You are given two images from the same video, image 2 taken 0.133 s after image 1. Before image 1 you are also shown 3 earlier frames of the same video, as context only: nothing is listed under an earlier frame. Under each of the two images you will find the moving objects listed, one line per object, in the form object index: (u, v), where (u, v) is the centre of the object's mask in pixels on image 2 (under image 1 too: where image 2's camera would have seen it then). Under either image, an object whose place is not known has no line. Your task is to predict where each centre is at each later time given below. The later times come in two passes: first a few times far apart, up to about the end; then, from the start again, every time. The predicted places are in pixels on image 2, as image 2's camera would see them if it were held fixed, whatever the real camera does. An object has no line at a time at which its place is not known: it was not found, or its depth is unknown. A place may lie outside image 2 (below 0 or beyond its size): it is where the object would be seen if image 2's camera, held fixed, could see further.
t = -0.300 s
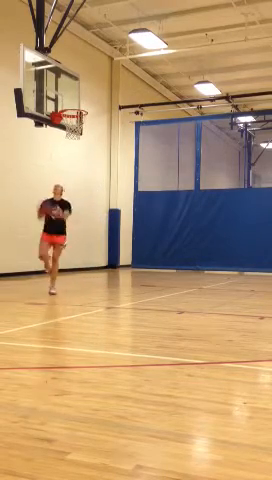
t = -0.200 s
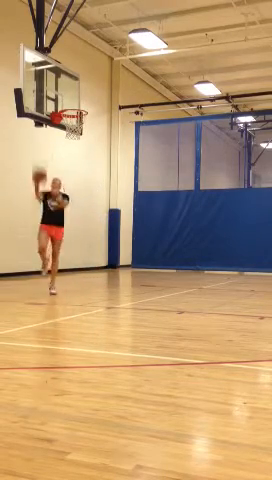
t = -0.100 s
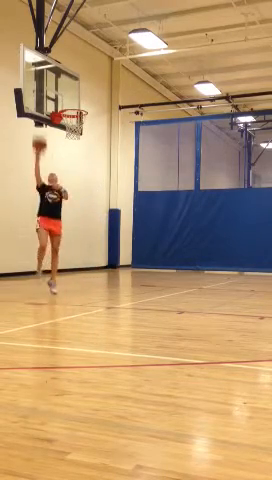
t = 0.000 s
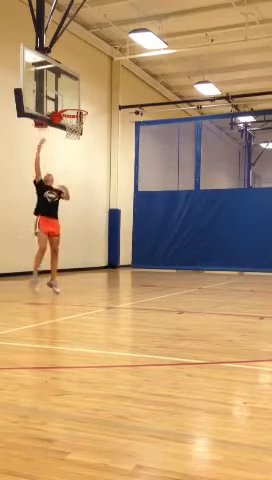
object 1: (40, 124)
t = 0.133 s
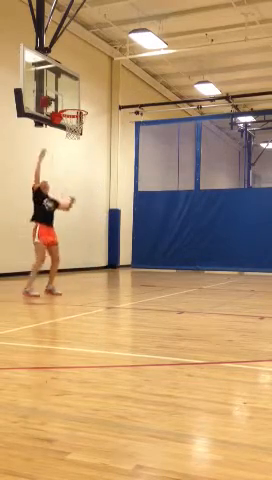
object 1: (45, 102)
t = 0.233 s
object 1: (48, 94)
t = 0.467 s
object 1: (65, 103)
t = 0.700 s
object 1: (79, 141)
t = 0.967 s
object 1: (89, 210)
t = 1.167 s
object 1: (97, 282)
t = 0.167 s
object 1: (46, 98)
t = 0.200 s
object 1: (47, 95)
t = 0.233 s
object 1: (48, 94)
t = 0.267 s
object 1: (51, 94)
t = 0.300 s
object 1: (53, 94)
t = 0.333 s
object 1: (56, 95)
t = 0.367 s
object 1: (58, 96)
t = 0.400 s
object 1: (61, 97)
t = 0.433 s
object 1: (62, 99)
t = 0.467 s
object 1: (65, 103)
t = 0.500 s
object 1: (67, 107)
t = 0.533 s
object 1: (69, 112)
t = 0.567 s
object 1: (71, 117)
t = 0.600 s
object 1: (74, 123)
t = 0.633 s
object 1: (75, 125)
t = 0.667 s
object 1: (78, 134)
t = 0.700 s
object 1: (79, 141)
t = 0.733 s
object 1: (80, 147)
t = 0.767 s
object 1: (82, 154)
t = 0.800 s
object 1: (83, 162)
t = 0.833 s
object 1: (84, 171)
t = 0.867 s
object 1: (86, 179)
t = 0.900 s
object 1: (87, 189)
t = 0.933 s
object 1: (88, 199)
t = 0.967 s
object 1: (89, 210)
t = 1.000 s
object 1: (91, 220)
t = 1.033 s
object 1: (92, 232)
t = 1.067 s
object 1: (93, 245)
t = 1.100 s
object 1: (94, 257)
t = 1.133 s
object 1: (96, 271)
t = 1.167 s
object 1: (97, 282)
